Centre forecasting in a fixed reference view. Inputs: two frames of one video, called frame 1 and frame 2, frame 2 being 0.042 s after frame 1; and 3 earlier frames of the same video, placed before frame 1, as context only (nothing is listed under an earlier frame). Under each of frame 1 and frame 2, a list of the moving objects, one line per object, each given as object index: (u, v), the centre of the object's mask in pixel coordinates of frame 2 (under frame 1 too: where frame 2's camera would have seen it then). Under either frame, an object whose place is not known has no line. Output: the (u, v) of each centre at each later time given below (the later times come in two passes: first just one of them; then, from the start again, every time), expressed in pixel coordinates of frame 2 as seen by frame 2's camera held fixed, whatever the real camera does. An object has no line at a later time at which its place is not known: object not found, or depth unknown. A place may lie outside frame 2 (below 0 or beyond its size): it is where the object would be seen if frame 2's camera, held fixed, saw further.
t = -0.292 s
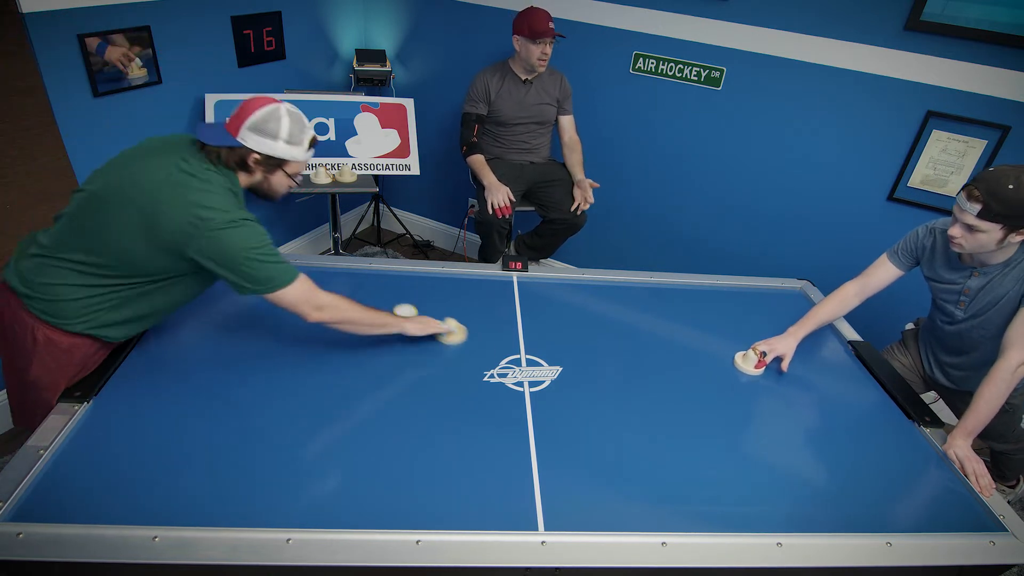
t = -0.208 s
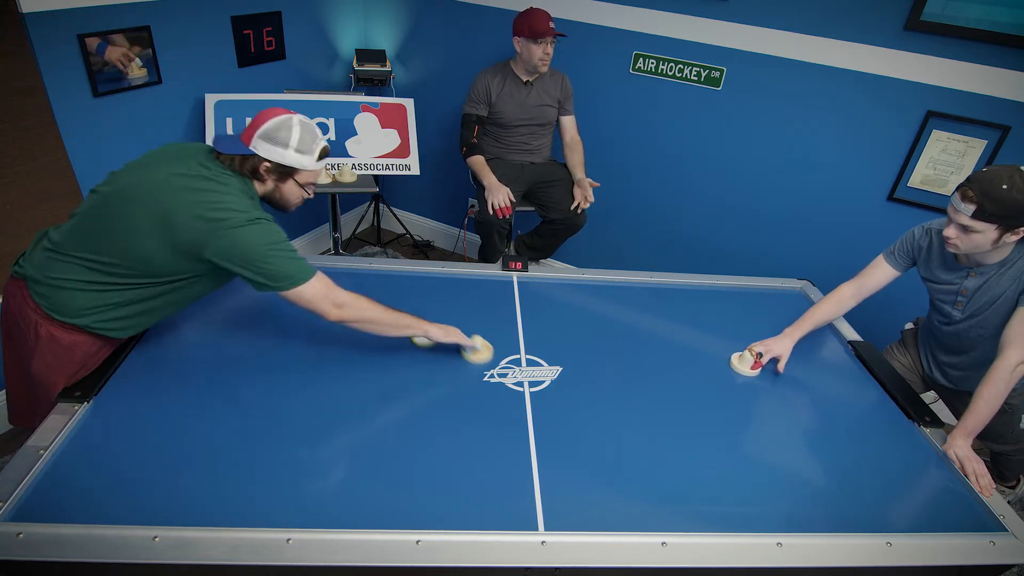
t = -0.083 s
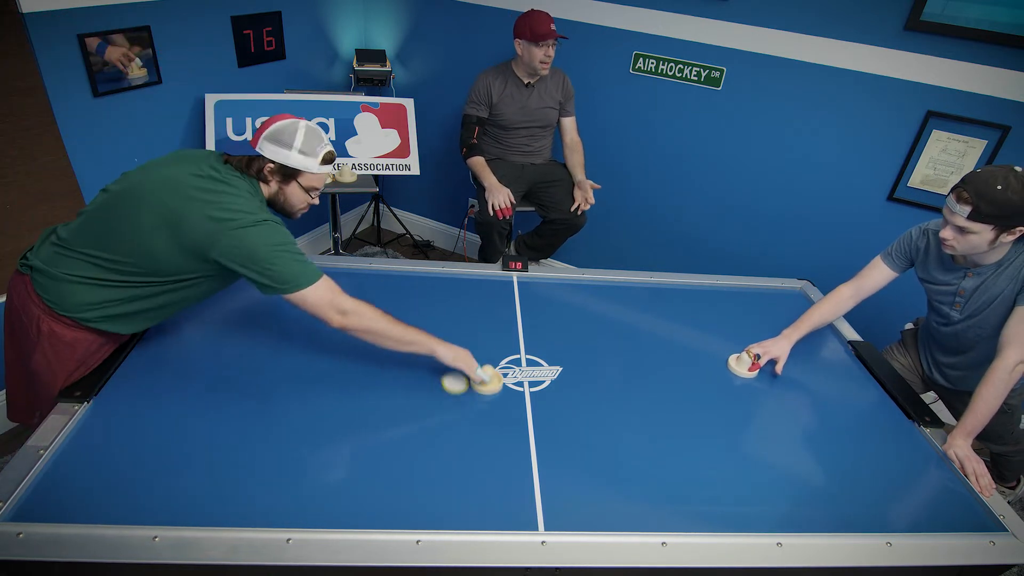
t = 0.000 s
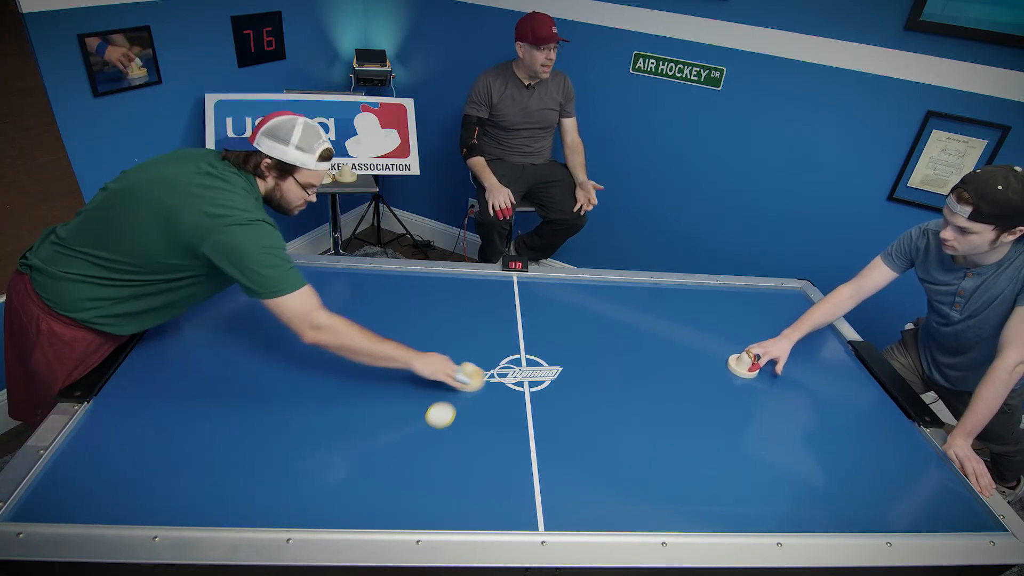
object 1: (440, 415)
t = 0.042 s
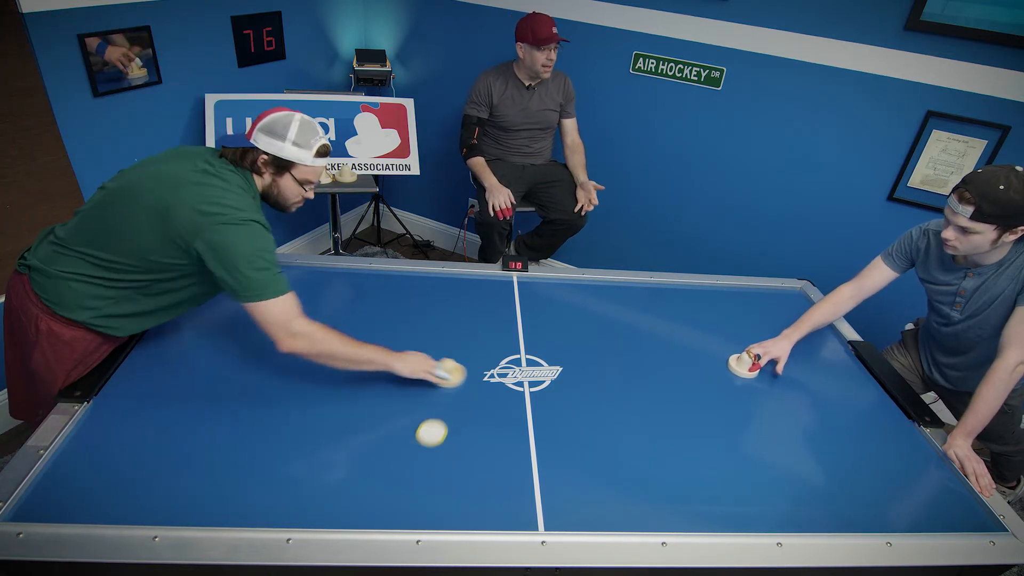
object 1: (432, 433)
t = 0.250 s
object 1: (378, 496)
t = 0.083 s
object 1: (422, 452)
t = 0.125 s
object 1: (412, 473)
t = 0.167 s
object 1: (401, 495)
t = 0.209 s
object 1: (389, 515)
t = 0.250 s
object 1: (378, 496)
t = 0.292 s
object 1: (369, 477)
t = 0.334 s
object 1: (359, 459)
